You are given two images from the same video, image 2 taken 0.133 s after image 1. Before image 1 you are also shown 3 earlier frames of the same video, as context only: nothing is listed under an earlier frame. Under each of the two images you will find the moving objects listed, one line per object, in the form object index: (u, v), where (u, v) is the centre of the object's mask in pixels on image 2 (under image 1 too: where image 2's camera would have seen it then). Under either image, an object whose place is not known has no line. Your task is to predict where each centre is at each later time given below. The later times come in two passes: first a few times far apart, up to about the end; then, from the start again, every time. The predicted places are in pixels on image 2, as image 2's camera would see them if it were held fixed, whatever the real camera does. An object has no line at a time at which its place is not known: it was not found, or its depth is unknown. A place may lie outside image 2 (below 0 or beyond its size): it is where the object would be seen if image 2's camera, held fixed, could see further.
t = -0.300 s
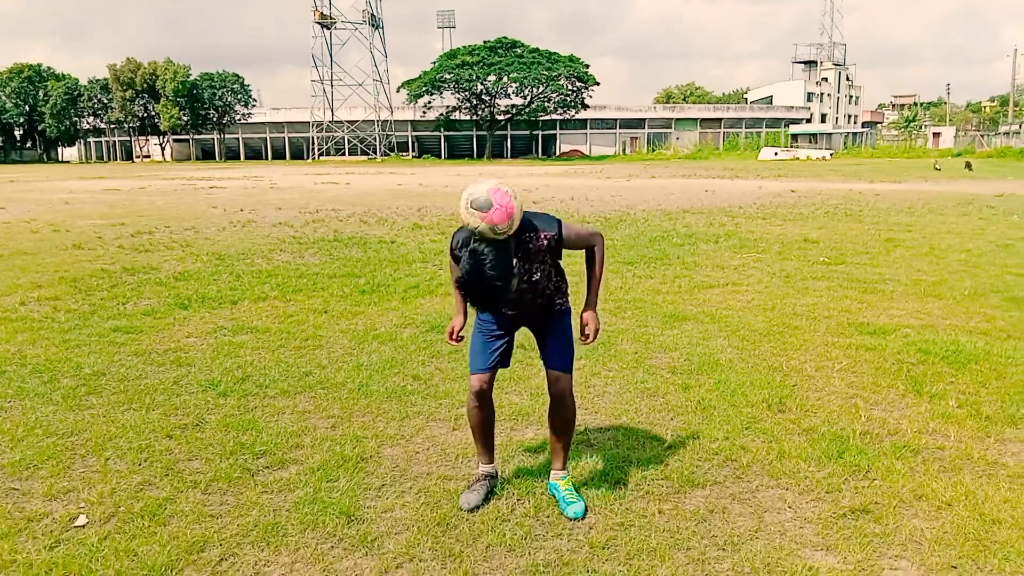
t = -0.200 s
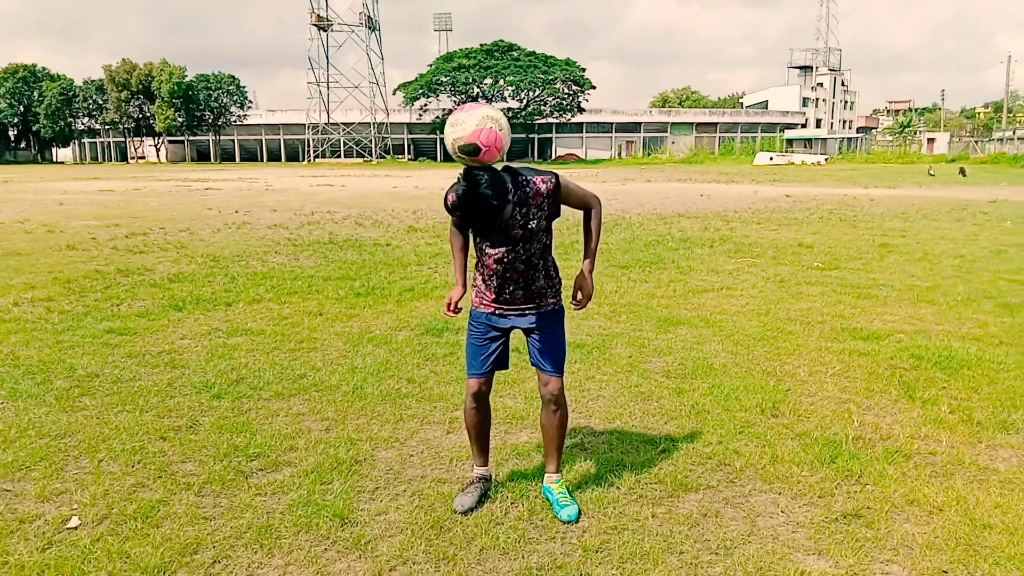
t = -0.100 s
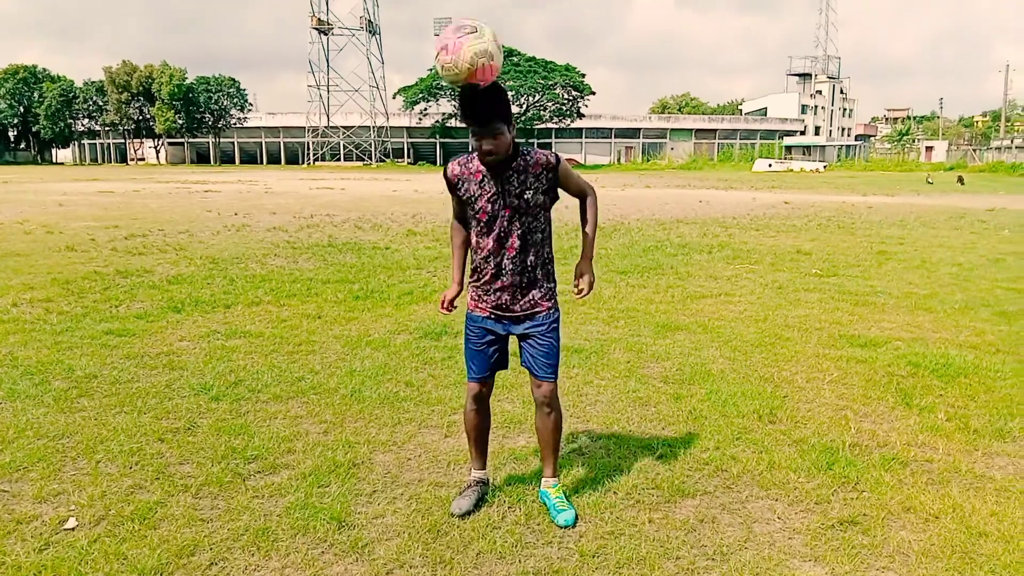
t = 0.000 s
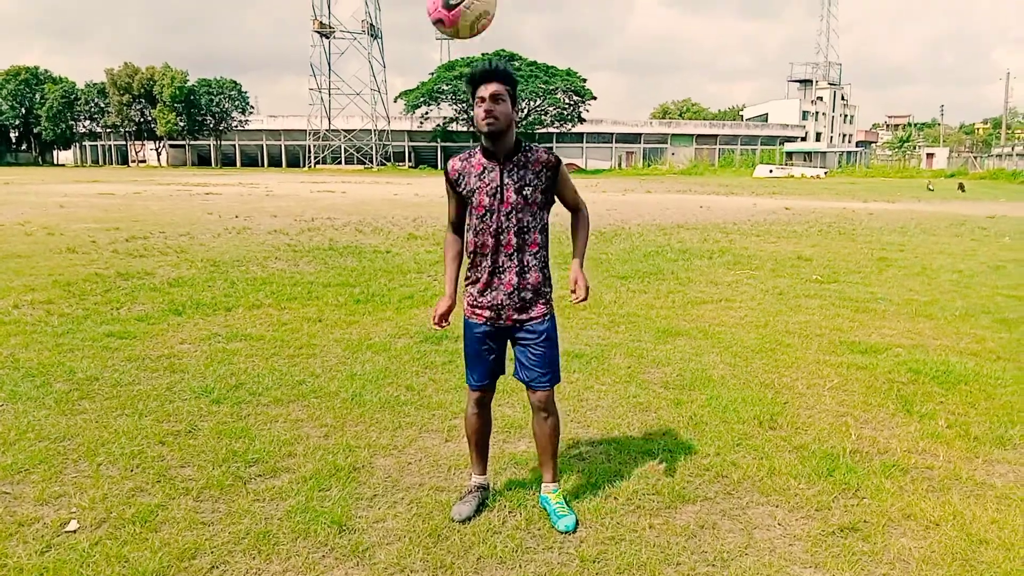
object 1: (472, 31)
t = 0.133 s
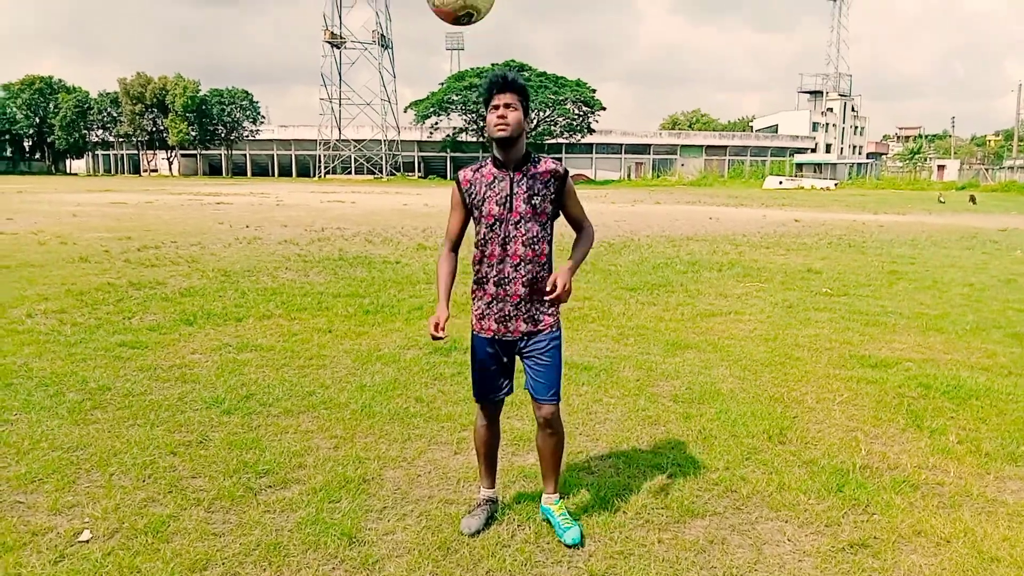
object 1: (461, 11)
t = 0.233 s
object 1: (453, 12)
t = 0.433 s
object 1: (438, 163)
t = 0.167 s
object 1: (457, 7)
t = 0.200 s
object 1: (455, 9)
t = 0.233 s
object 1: (453, 12)
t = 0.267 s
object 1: (451, 25)
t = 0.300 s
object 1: (448, 44)
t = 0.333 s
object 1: (445, 67)
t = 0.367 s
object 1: (443, 98)
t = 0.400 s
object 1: (441, 129)
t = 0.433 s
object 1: (438, 163)
